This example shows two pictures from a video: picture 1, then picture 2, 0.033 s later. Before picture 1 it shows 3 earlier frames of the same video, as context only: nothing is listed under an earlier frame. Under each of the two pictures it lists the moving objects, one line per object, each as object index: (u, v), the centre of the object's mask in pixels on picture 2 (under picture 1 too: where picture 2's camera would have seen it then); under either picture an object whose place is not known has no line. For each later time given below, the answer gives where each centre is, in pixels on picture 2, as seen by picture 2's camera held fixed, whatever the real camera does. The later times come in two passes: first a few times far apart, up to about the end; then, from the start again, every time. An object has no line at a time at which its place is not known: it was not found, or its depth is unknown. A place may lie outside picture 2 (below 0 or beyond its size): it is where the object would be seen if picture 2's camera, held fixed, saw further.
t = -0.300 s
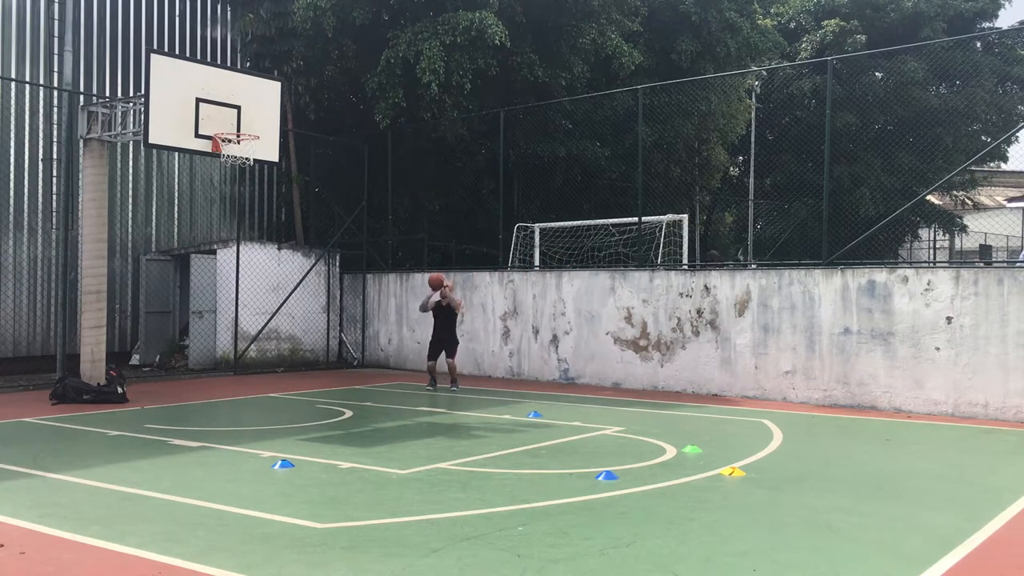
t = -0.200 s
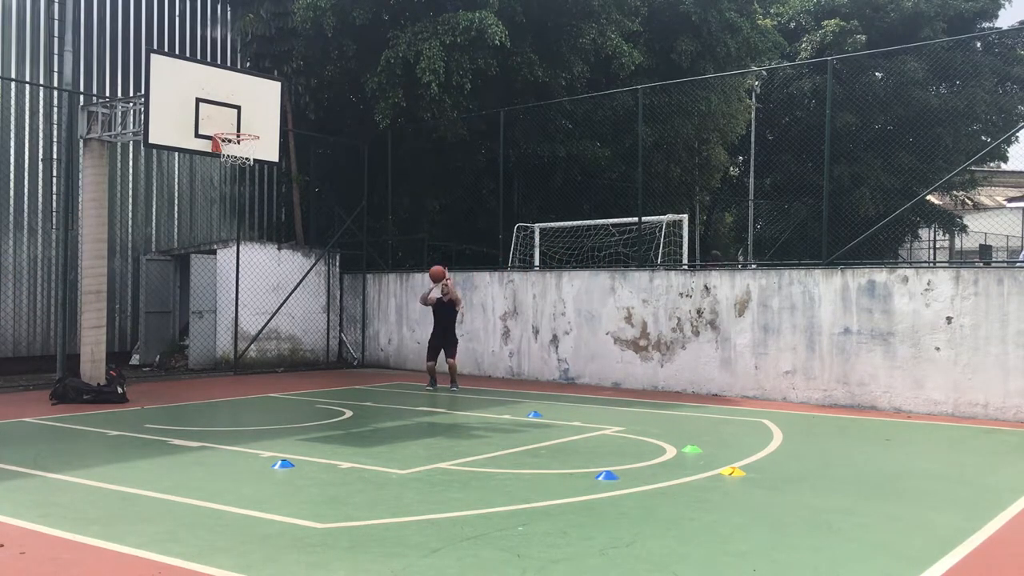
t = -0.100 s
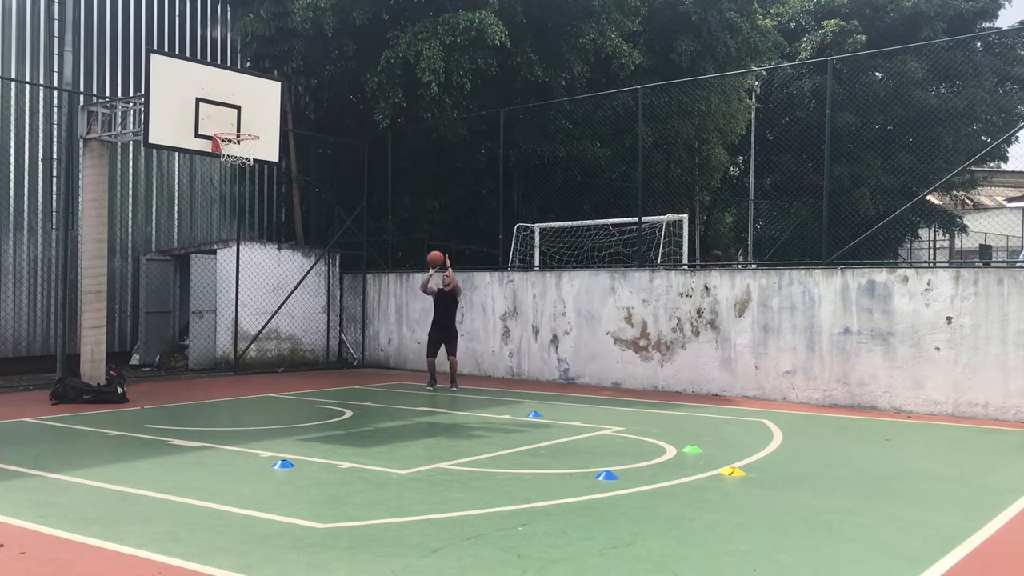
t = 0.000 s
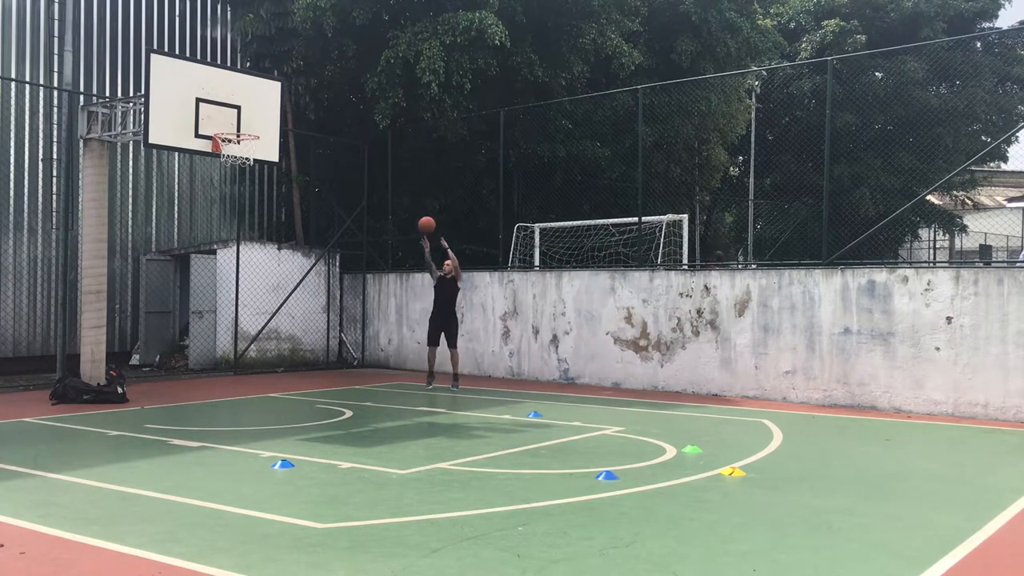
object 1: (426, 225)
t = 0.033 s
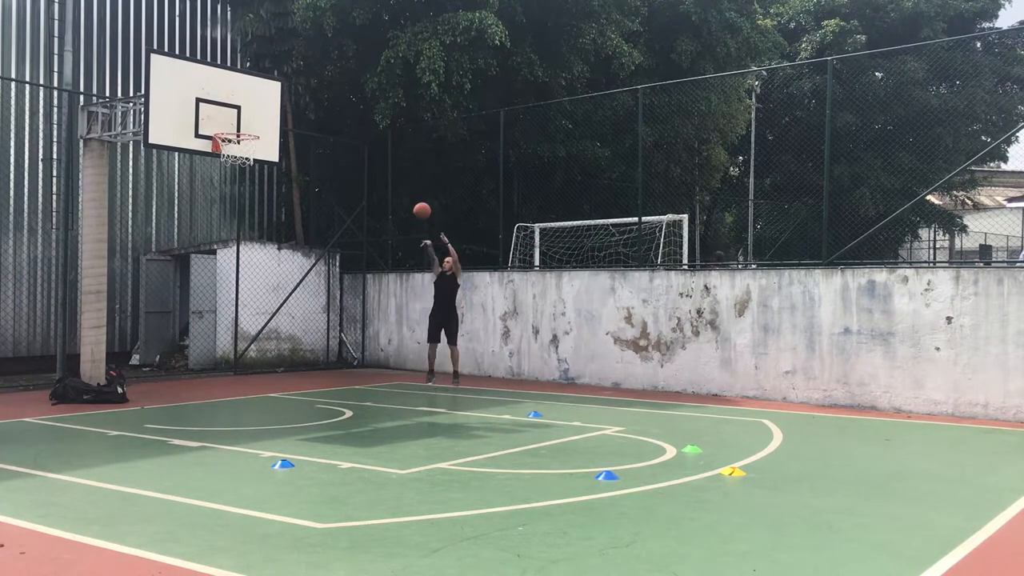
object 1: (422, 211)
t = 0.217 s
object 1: (395, 145)
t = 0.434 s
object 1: (360, 93)
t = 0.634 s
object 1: (324, 75)
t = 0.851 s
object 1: (282, 91)
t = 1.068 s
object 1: (236, 123)
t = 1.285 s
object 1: (202, 125)
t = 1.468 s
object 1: (176, 155)
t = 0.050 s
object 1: (419, 204)
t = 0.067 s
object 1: (417, 197)
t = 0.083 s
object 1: (415, 191)
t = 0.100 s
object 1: (412, 184)
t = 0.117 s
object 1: (410, 178)
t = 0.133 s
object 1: (408, 172)
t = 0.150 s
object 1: (405, 166)
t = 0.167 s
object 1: (403, 161)
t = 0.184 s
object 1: (400, 155)
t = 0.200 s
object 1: (398, 150)
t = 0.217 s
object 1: (395, 145)
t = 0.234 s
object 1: (393, 140)
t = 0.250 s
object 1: (390, 135)
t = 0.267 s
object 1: (388, 131)
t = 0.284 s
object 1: (385, 126)
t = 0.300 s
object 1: (382, 122)
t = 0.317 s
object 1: (380, 118)
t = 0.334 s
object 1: (377, 113)
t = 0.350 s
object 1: (374, 110)
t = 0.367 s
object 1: (371, 106)
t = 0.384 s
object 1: (369, 103)
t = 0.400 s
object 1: (366, 99)
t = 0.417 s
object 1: (363, 96)
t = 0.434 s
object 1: (360, 93)
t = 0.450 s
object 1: (357, 91)
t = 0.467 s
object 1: (354, 88)
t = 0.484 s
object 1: (352, 86)
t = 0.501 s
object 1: (349, 84)
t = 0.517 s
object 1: (346, 82)
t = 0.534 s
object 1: (343, 80)
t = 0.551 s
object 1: (340, 79)
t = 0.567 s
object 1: (337, 78)
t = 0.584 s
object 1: (334, 77)
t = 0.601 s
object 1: (331, 76)
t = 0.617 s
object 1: (327, 75)
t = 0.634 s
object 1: (324, 75)
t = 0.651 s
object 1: (321, 75)
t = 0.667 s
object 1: (318, 75)
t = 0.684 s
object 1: (315, 75)
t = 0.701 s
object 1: (312, 75)
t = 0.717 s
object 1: (309, 76)
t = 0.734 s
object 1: (305, 77)
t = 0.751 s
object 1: (302, 78)
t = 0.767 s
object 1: (299, 79)
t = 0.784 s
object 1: (295, 81)
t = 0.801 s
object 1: (292, 83)
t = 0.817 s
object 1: (288, 85)
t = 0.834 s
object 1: (285, 88)
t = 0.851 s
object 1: (282, 91)
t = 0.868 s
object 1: (278, 94)
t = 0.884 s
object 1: (274, 97)
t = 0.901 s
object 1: (271, 100)
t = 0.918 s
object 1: (267, 104)
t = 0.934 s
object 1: (264, 108)
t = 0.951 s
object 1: (260, 112)
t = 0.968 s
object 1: (256, 117)
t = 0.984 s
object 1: (253, 122)
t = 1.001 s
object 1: (250, 126)
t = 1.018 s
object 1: (246, 126)
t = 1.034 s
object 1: (243, 125)
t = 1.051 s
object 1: (240, 124)
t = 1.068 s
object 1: (236, 123)
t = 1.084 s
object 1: (233, 122)
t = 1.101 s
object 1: (231, 122)
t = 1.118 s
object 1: (228, 121)
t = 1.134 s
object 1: (225, 120)
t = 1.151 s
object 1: (223, 120)
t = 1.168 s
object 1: (220, 119)
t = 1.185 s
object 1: (218, 119)
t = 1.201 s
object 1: (215, 119)
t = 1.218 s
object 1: (212, 120)
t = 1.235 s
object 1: (210, 121)
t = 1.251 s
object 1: (207, 122)
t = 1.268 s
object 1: (205, 123)
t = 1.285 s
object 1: (202, 125)
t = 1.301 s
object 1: (199, 126)
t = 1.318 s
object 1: (197, 128)
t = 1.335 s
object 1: (194, 130)
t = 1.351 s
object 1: (192, 133)
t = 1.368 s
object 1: (189, 135)
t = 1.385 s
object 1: (186, 138)
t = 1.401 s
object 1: (184, 141)
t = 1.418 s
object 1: (181, 145)
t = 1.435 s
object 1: (178, 149)
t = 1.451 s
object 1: (177, 152)
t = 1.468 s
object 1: (176, 155)
